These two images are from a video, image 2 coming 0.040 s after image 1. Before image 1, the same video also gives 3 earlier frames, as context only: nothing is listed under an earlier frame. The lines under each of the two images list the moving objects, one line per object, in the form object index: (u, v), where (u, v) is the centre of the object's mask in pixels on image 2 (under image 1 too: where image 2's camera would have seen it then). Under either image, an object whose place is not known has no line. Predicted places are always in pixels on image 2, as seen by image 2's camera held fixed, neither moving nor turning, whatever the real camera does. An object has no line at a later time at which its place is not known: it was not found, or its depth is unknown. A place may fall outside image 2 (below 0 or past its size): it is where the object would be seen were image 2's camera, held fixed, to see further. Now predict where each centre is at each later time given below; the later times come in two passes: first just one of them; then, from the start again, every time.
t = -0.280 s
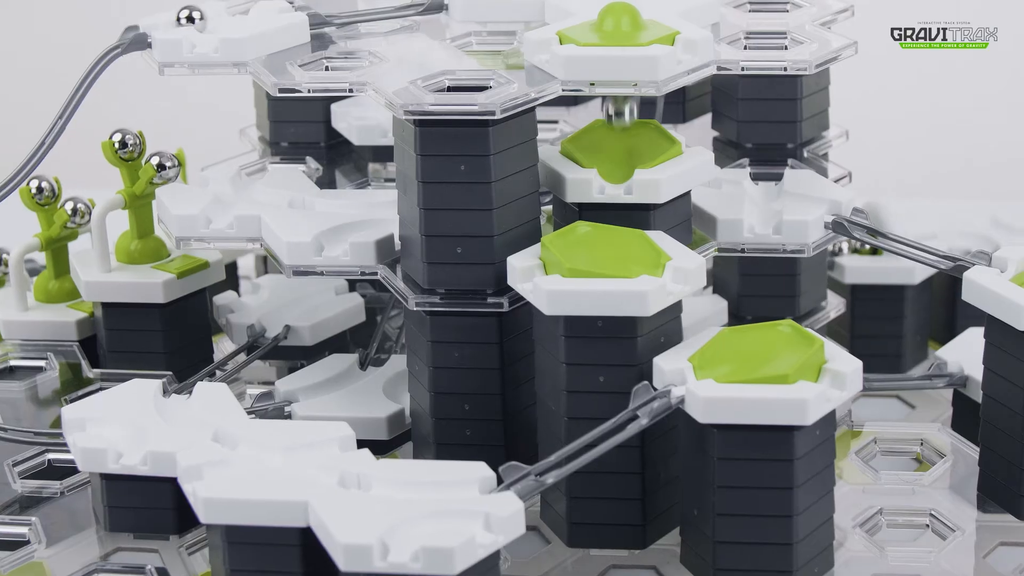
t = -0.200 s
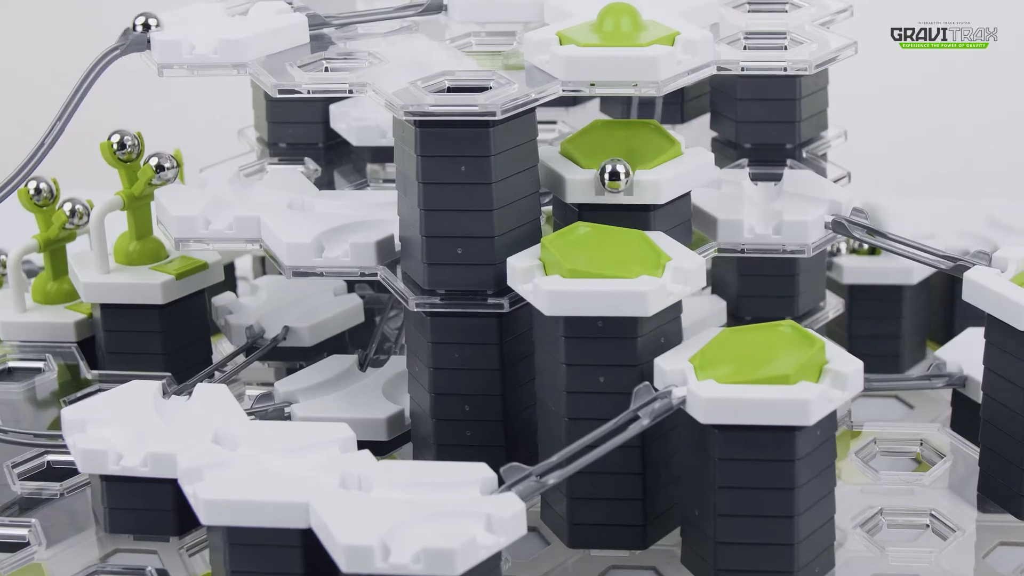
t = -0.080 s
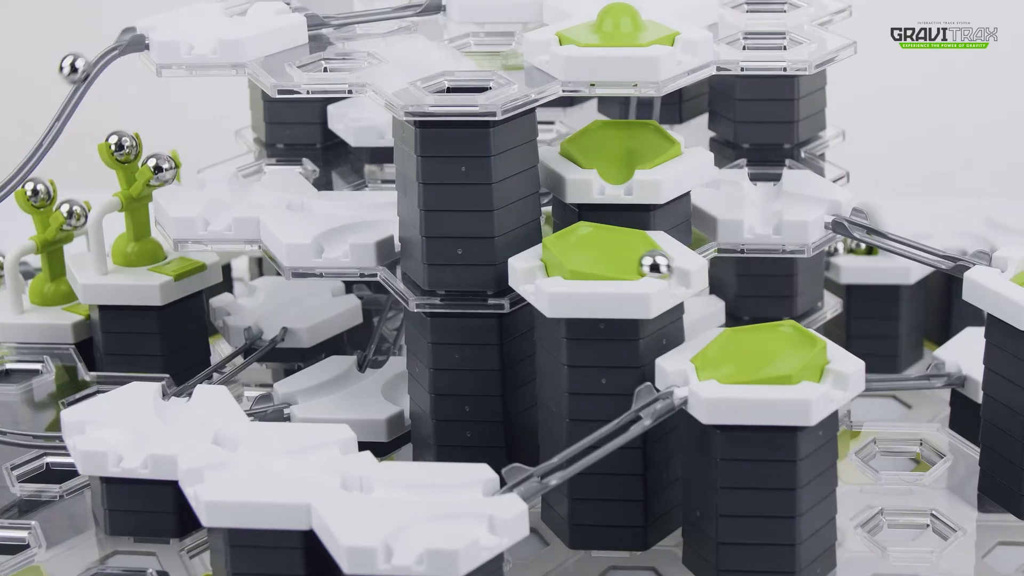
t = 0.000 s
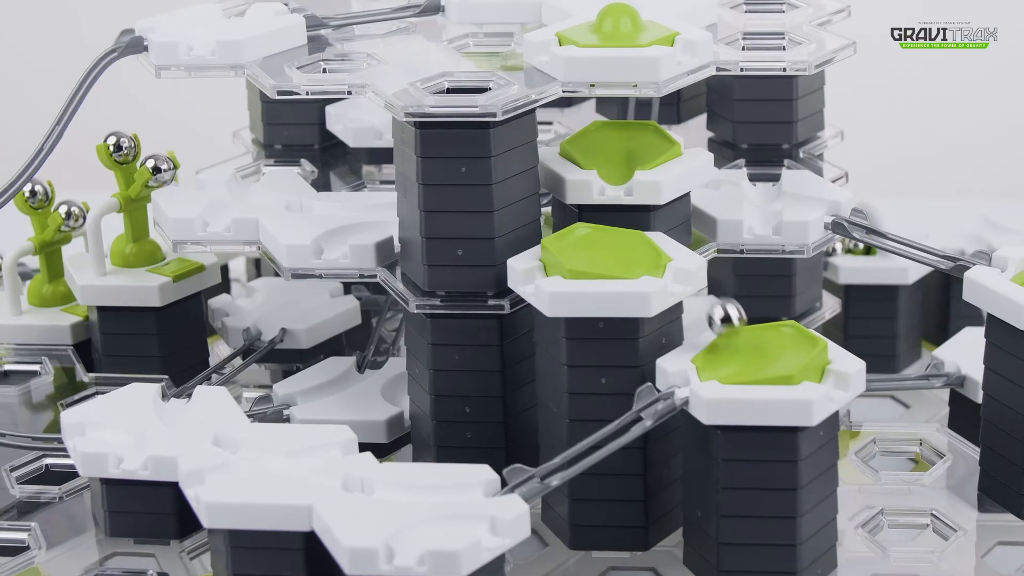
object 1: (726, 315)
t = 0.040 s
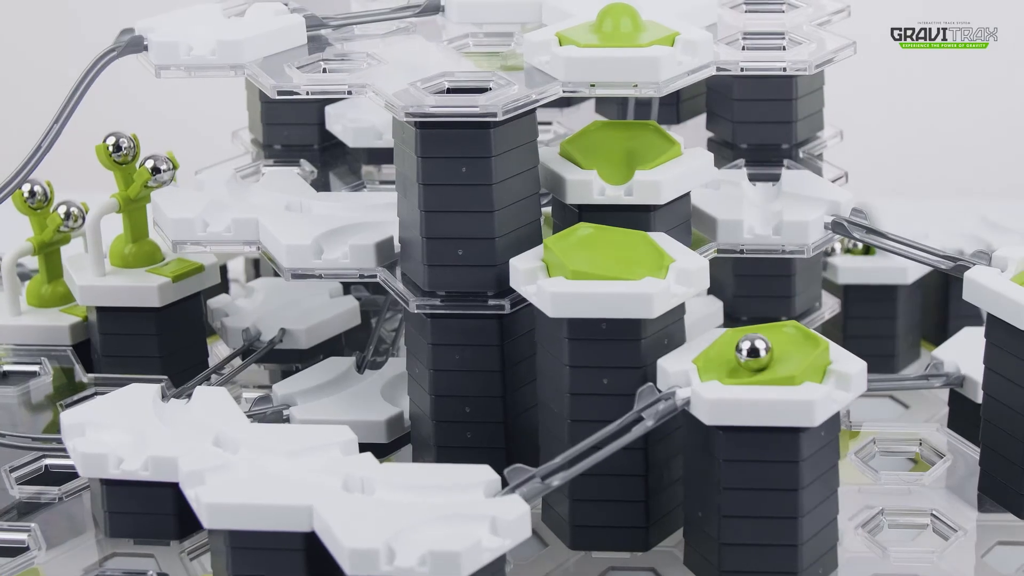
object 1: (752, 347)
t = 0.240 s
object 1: (721, 362)
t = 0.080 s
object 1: (748, 352)
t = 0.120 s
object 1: (733, 359)
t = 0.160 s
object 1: (724, 361)
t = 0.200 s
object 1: (716, 356)
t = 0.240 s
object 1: (721, 362)
